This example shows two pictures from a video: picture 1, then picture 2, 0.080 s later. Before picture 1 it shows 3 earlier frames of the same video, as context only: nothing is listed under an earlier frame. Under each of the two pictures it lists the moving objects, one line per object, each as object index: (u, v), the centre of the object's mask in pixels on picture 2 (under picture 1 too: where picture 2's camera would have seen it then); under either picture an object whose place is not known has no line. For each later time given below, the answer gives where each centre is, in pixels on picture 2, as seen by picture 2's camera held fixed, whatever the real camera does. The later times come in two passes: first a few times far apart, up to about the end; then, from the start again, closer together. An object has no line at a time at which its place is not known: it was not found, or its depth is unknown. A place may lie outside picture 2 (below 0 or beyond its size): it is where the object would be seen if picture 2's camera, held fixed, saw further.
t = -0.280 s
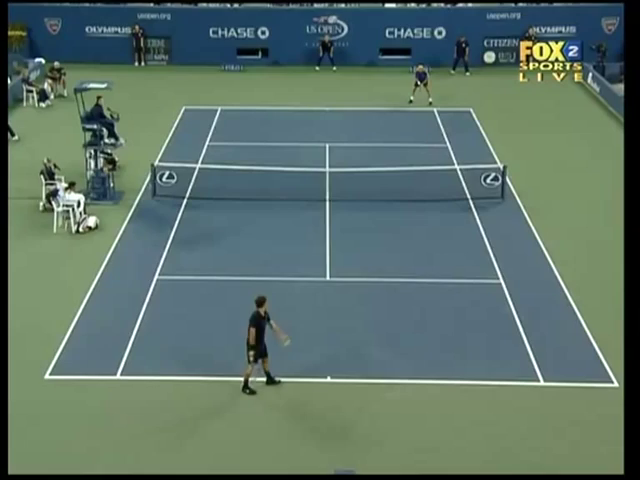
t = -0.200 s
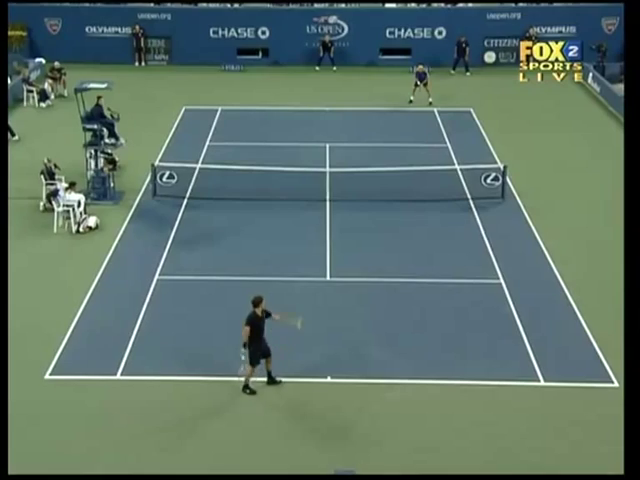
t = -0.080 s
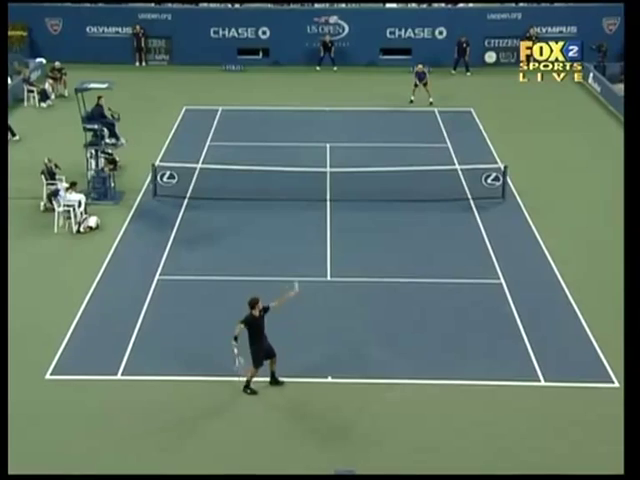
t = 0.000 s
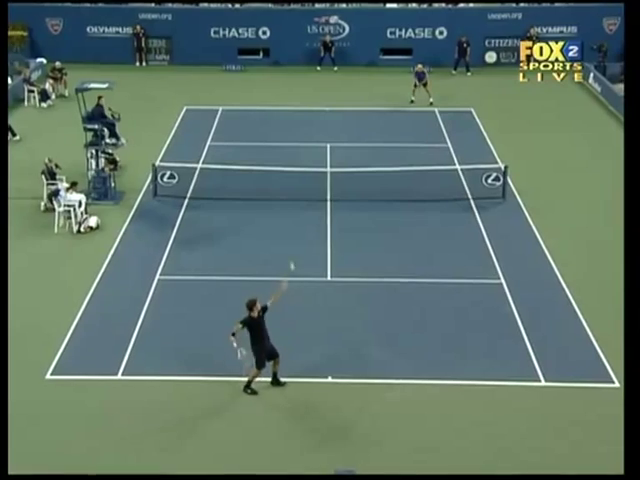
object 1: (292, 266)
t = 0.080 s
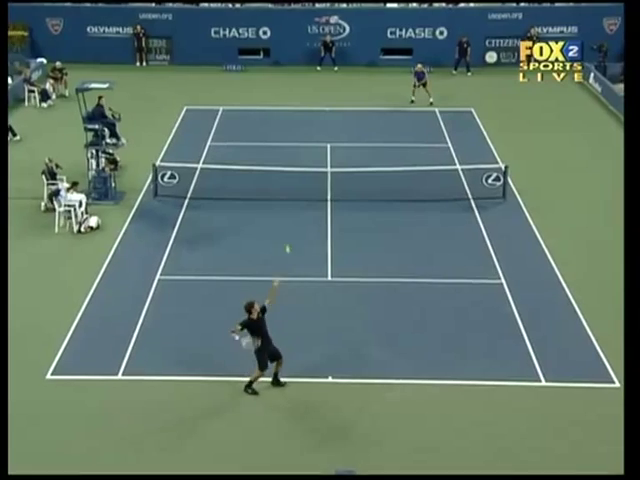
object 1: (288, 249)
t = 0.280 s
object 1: (276, 222)
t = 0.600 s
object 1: (259, 222)
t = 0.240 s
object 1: (279, 226)
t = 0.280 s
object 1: (276, 222)
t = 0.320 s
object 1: (274, 220)
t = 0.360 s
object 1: (272, 218)
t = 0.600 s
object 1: (259, 222)
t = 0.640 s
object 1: (256, 225)
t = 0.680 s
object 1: (254, 230)
